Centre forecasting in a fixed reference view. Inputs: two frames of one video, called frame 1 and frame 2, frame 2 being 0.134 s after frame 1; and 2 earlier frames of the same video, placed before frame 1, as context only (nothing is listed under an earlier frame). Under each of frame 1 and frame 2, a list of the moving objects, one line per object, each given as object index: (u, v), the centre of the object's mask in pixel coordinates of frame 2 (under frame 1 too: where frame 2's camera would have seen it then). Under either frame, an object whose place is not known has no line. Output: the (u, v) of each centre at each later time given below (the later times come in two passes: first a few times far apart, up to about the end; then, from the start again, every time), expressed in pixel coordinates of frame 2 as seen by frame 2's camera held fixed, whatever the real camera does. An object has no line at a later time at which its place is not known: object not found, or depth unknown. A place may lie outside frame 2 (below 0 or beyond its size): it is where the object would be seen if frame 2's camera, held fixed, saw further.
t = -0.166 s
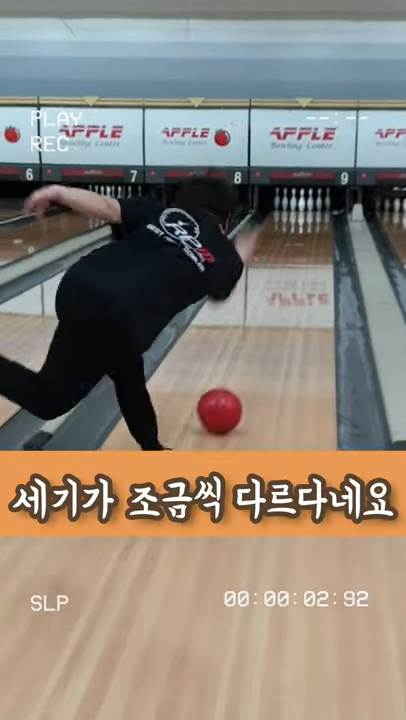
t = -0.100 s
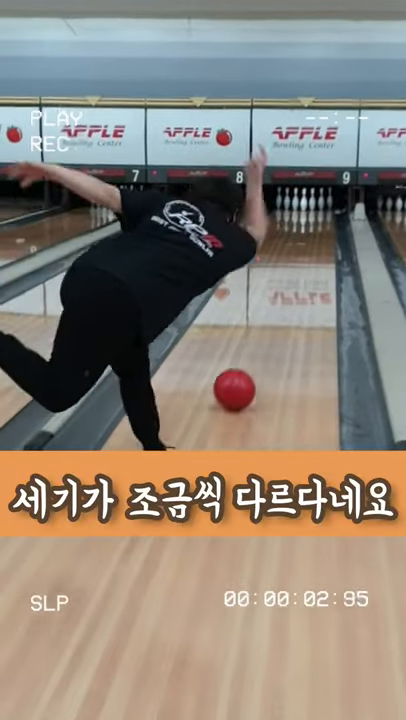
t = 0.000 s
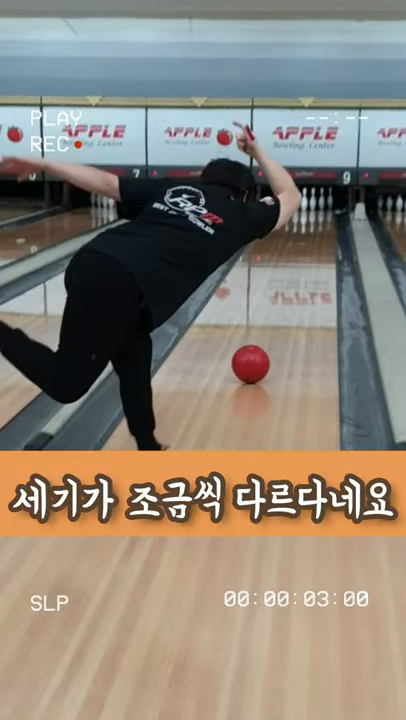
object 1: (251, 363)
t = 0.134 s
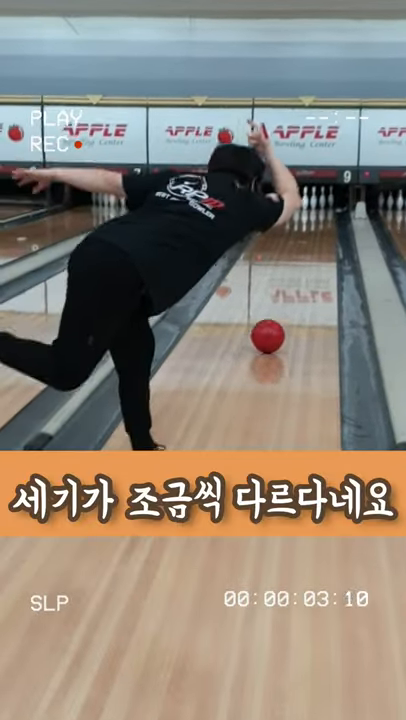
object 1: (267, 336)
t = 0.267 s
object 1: (280, 315)
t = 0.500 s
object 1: (294, 288)
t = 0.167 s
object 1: (271, 330)
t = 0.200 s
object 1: (274, 325)
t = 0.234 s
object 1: (277, 320)
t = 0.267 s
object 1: (280, 315)
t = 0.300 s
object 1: (283, 311)
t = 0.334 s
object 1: (285, 307)
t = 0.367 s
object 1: (287, 303)
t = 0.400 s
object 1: (290, 299)
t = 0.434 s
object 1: (291, 295)
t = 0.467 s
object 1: (293, 291)
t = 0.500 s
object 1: (294, 288)
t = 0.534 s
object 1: (296, 284)
